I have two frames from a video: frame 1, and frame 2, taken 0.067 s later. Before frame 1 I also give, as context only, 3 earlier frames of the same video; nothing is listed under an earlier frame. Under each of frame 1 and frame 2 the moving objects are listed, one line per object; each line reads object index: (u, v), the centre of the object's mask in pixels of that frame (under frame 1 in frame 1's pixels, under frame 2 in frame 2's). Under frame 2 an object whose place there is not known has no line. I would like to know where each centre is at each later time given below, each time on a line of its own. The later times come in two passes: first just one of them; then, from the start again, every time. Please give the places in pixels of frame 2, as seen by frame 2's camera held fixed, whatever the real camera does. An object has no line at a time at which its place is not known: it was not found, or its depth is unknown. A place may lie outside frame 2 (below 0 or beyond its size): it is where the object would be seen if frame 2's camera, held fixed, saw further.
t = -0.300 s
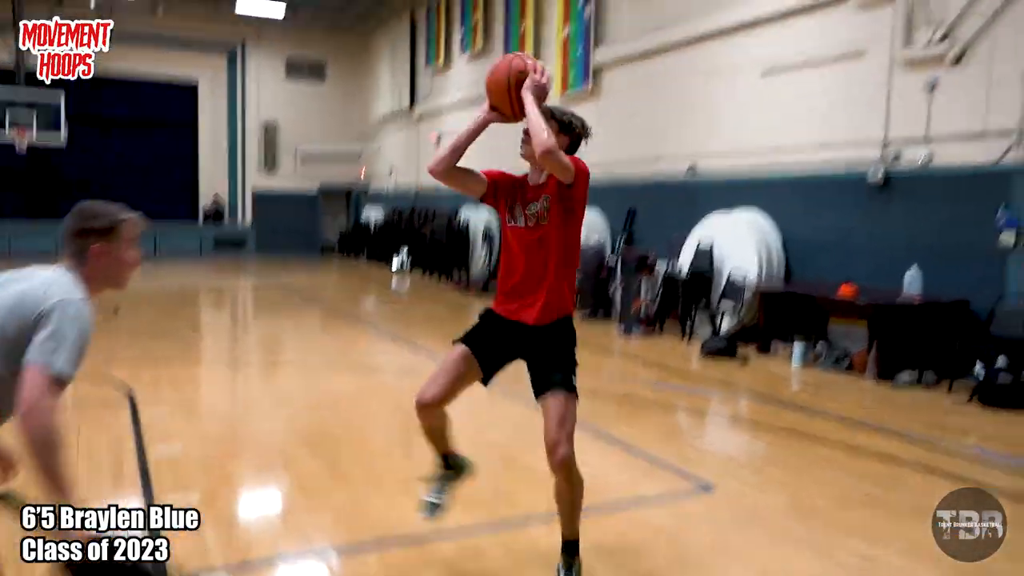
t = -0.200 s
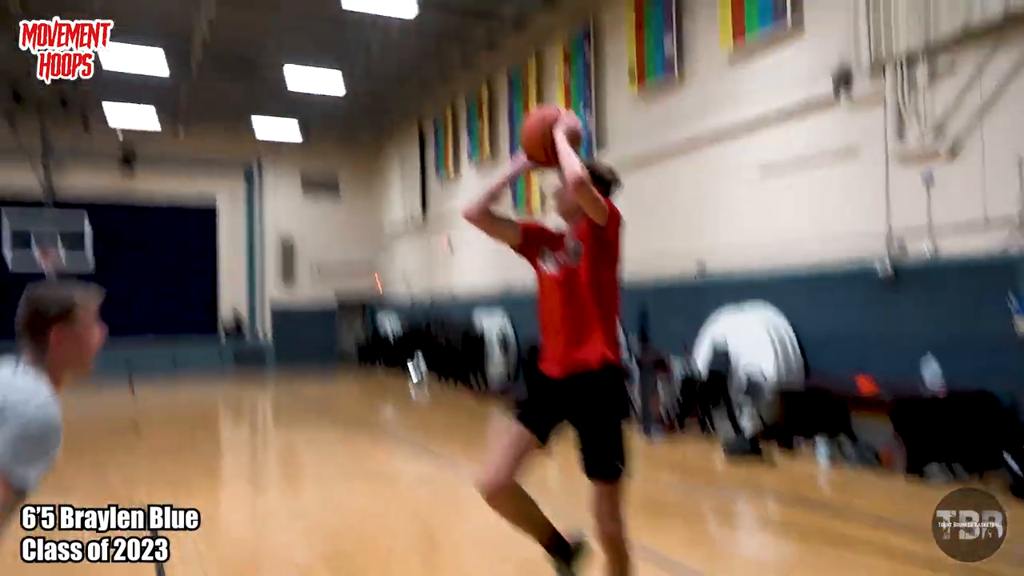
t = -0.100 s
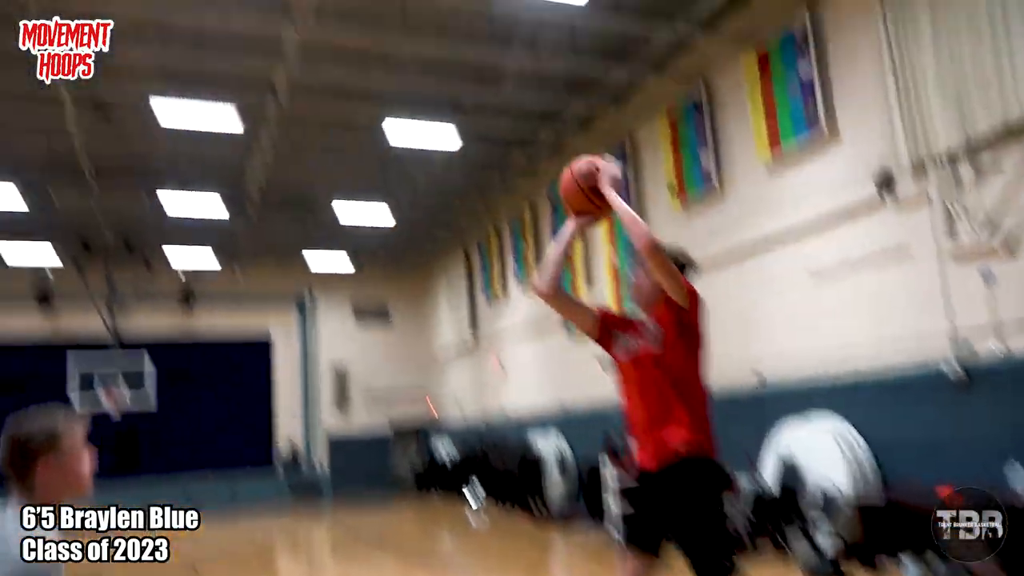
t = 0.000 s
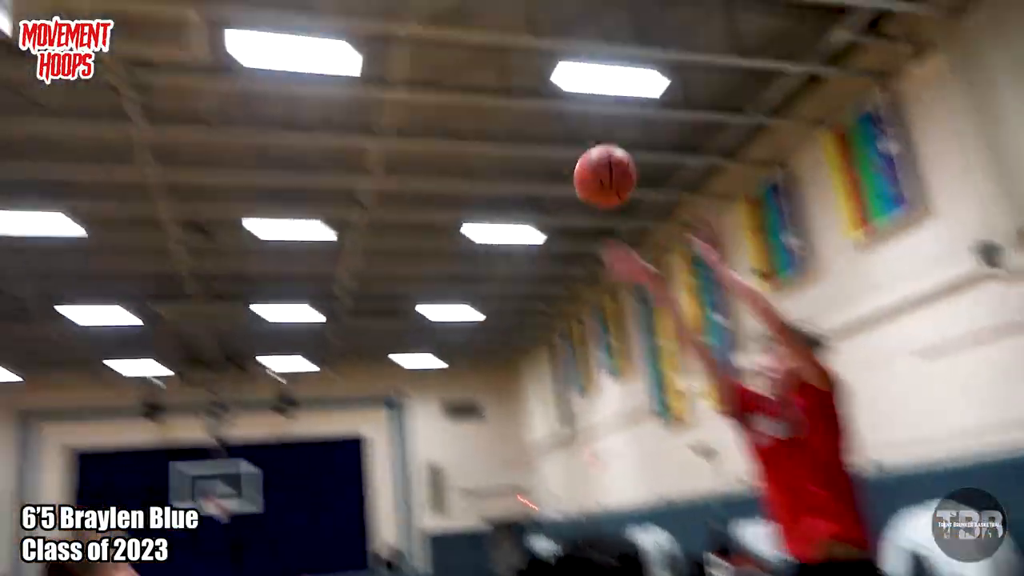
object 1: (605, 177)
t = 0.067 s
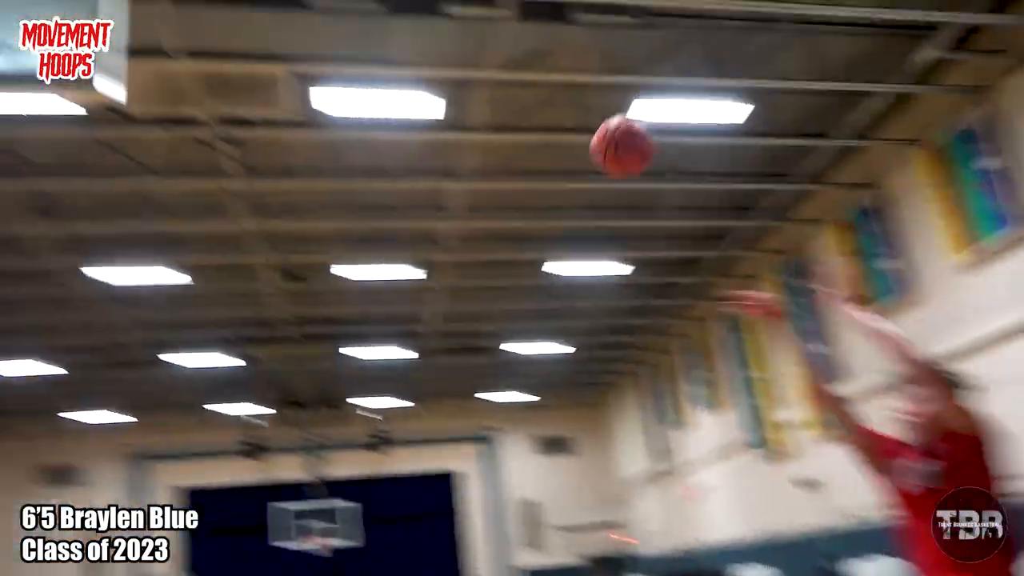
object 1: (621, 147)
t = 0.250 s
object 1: (459, 30)
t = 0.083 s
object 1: (608, 132)
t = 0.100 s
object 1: (593, 118)
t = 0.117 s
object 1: (578, 106)
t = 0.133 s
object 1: (563, 95)
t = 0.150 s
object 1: (547, 83)
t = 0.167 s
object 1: (532, 73)
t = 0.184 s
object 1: (518, 63)
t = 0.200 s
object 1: (503, 53)
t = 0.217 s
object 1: (488, 45)
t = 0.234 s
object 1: (475, 37)
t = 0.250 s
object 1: (459, 30)
